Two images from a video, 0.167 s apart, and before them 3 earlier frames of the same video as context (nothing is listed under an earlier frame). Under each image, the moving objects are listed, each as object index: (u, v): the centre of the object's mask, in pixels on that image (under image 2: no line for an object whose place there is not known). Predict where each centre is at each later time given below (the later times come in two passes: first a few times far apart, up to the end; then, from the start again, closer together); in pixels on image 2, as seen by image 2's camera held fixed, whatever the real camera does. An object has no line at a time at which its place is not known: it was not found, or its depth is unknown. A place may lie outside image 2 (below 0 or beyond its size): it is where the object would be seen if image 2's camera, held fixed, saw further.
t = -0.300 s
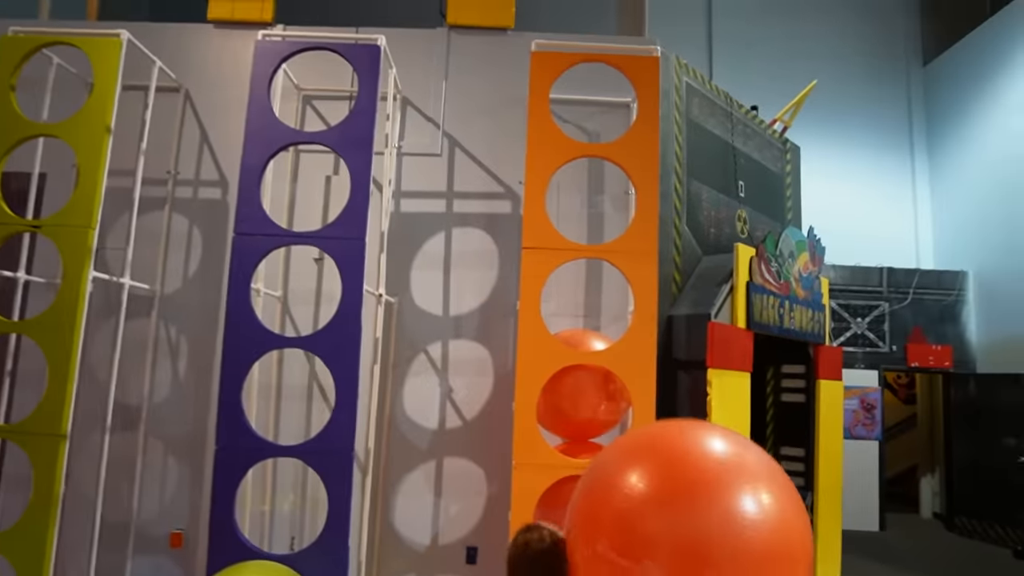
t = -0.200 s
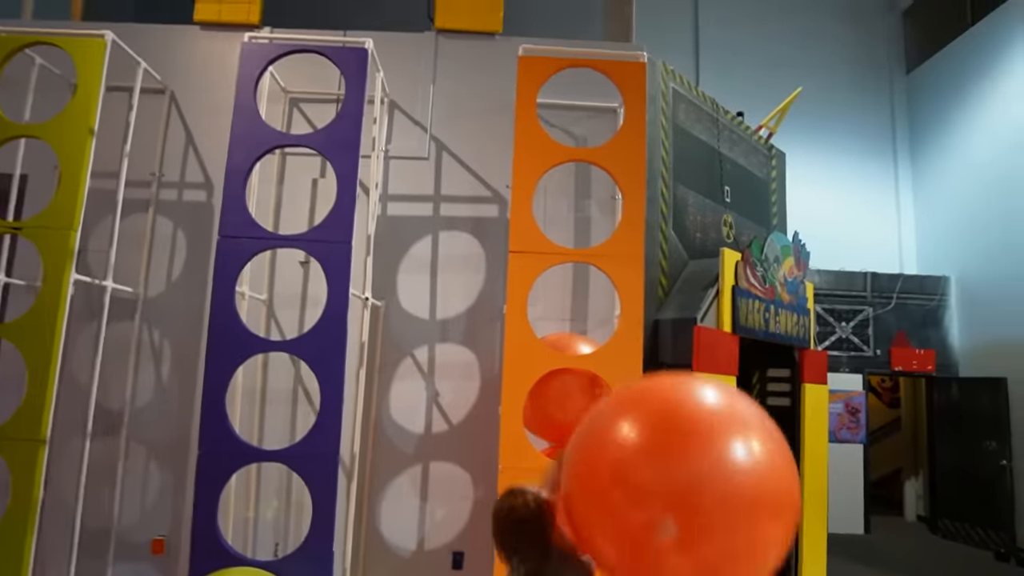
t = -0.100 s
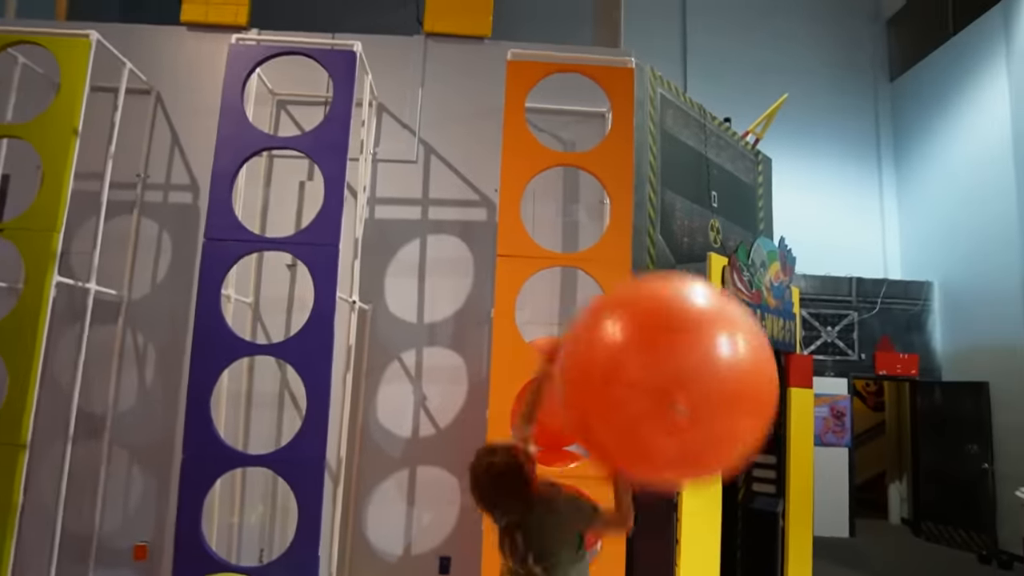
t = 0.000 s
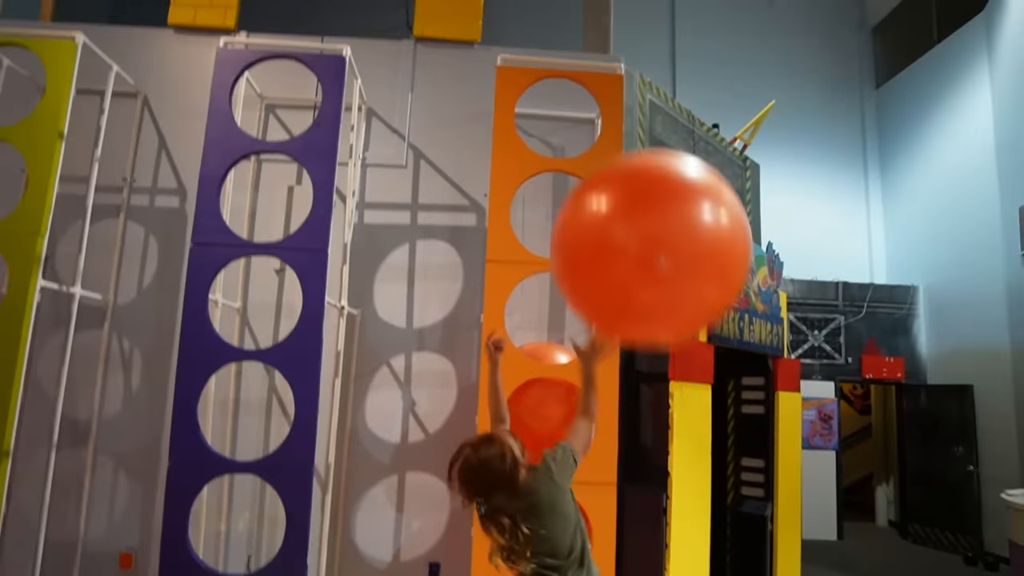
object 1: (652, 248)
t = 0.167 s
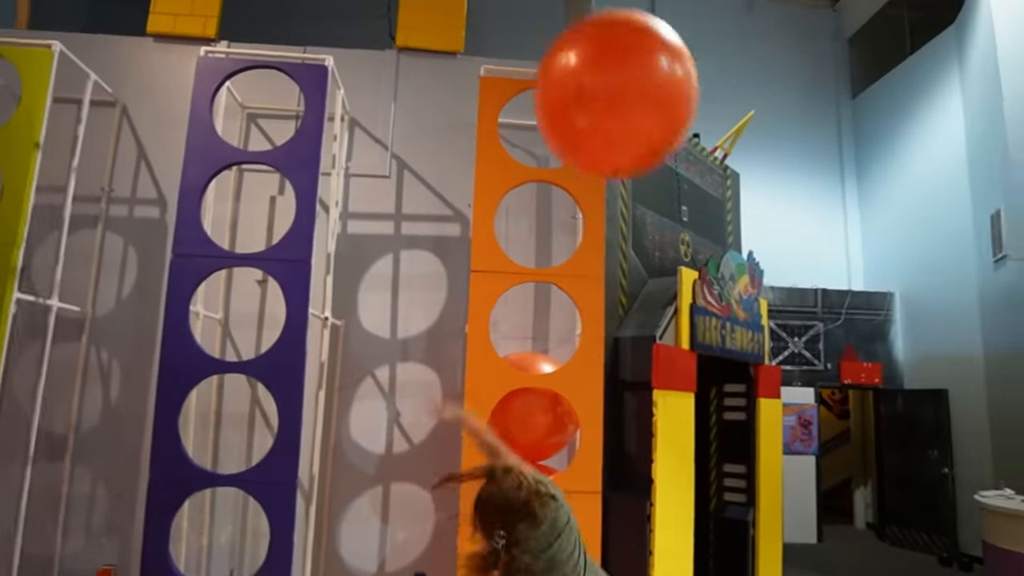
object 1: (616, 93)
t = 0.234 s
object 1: (610, 60)
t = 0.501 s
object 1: (593, 13)
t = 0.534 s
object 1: (593, 11)
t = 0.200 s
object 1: (613, 73)
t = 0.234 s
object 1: (610, 60)
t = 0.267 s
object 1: (606, 51)
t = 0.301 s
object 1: (602, 42)
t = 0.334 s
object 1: (599, 35)
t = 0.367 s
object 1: (596, 28)
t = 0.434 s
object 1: (593, 19)
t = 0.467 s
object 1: (593, 15)
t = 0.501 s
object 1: (593, 13)
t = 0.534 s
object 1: (593, 11)
